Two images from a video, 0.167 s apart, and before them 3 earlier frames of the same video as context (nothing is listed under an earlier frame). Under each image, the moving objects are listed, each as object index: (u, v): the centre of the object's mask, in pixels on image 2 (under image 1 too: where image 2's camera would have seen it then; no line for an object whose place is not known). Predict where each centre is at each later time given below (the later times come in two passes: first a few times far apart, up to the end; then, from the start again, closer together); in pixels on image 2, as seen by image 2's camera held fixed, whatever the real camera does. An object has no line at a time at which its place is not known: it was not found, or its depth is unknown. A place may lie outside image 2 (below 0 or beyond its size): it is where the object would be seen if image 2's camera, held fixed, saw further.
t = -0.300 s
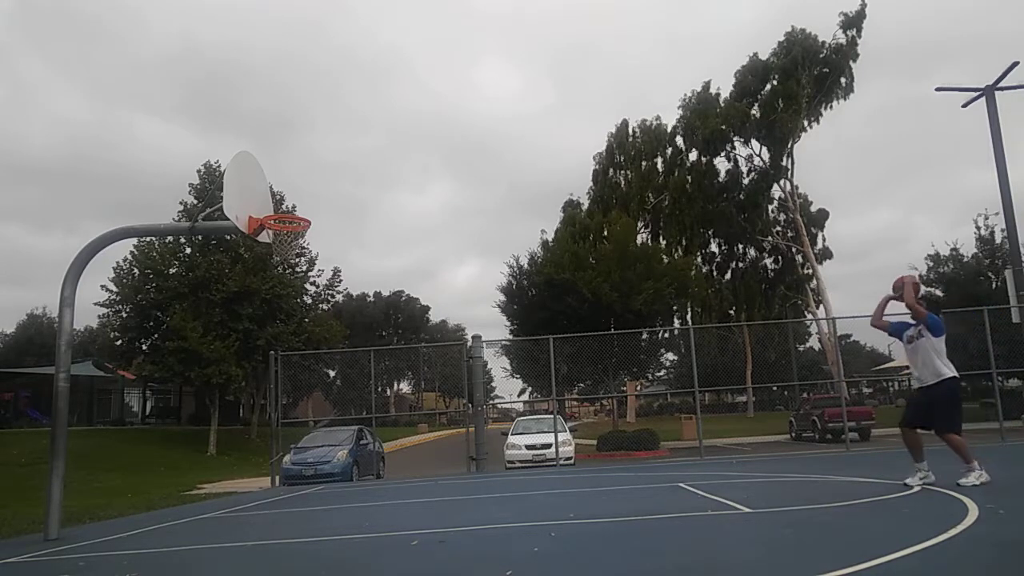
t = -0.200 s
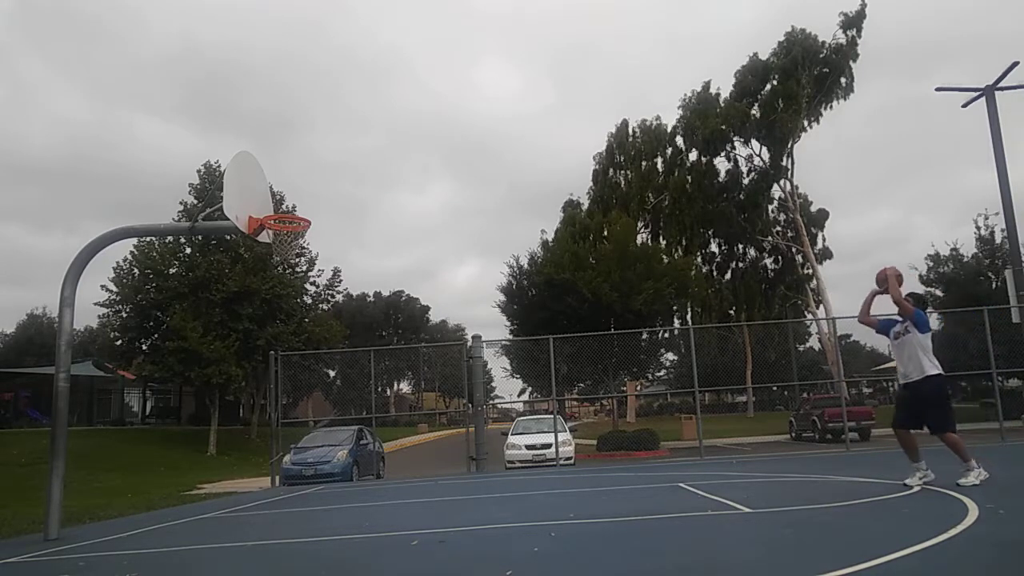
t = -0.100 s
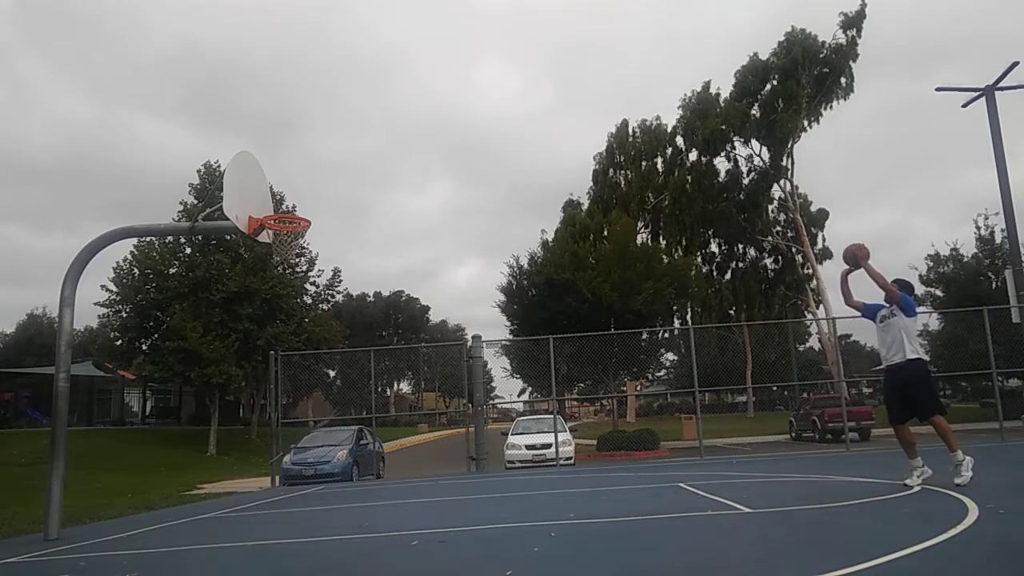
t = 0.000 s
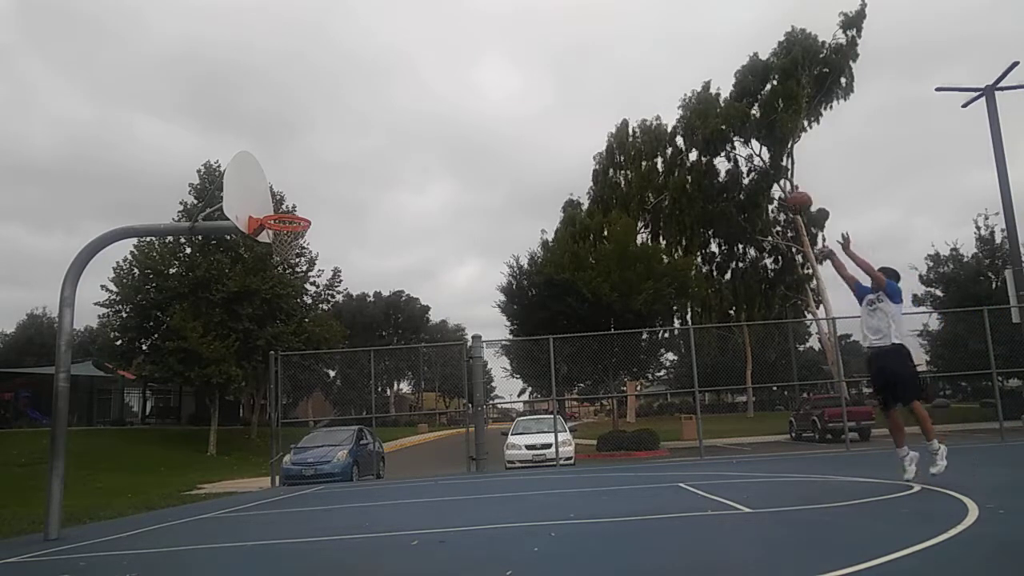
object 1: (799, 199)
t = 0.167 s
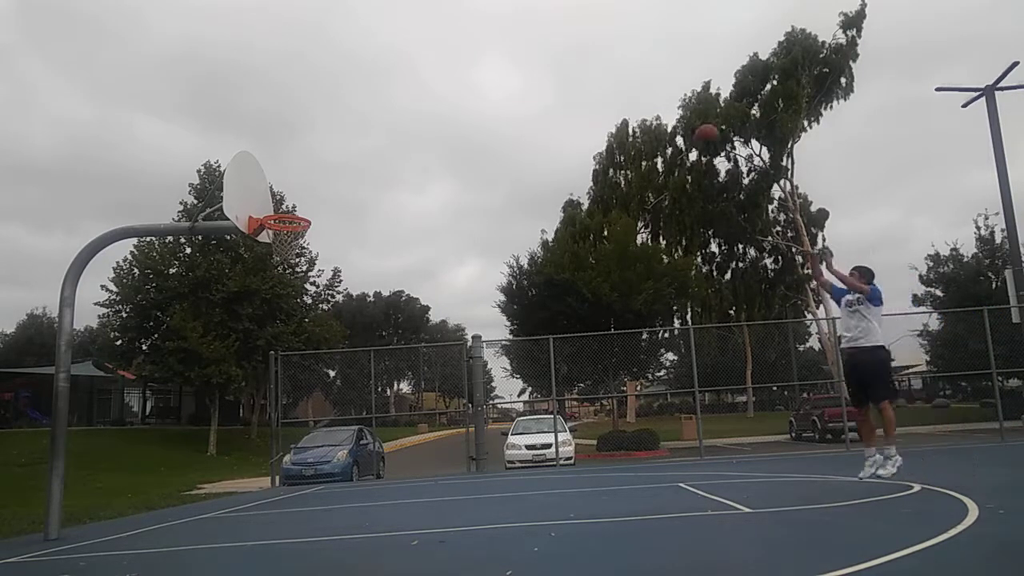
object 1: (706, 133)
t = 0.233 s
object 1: (673, 117)
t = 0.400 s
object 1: (590, 88)
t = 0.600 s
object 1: (499, 86)
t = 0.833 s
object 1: (398, 125)
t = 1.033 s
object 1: (313, 196)
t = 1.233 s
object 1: (267, 232)
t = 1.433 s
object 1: (294, 245)
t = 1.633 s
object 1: (318, 289)
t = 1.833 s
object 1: (339, 368)
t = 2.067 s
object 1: (363, 503)
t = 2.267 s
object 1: (362, 411)
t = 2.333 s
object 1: (361, 388)
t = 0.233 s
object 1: (673, 117)
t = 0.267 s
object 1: (655, 109)
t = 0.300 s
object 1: (639, 102)
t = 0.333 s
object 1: (623, 97)
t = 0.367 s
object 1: (606, 92)
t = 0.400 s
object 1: (590, 88)
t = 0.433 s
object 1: (575, 85)
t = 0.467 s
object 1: (559, 84)
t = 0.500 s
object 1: (544, 83)
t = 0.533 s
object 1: (529, 83)
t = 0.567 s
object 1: (514, 84)
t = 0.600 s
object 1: (499, 86)
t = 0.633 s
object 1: (484, 89)
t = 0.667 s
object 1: (470, 92)
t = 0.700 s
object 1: (455, 97)
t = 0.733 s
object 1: (441, 102)
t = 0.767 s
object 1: (427, 109)
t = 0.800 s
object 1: (412, 117)
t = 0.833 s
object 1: (398, 125)
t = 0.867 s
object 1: (384, 134)
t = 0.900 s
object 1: (370, 145)
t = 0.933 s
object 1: (356, 156)
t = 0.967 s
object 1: (341, 168)
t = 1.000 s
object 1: (327, 181)
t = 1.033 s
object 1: (313, 196)
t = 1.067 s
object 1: (299, 208)
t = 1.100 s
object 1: (285, 225)
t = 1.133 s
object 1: (273, 230)
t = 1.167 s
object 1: (267, 233)
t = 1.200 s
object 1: (268, 232)
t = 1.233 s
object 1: (267, 232)
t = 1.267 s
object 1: (274, 234)
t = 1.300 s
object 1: (279, 236)
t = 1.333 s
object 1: (282, 241)
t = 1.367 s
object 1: (285, 243)
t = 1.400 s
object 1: (291, 245)
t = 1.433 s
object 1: (294, 245)
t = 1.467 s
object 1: (301, 252)
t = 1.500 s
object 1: (304, 257)
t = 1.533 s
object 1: (308, 264)
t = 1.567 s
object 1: (311, 272)
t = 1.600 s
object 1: (316, 280)
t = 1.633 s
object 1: (318, 289)
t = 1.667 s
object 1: (322, 298)
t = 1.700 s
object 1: (326, 311)
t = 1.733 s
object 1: (330, 323)
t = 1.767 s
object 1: (333, 337)
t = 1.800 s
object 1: (336, 350)
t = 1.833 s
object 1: (339, 368)
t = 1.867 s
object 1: (343, 384)
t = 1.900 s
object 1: (346, 401)
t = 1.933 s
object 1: (349, 421)
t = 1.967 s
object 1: (353, 441)
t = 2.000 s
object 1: (357, 463)
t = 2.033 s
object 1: (360, 485)
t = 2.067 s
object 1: (363, 503)
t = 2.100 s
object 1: (362, 484)
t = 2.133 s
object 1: (363, 467)
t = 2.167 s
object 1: (363, 449)
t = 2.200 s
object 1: (363, 436)
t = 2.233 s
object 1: (362, 423)
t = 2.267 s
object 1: (362, 411)
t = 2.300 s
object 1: (362, 400)
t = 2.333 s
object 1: (361, 388)
